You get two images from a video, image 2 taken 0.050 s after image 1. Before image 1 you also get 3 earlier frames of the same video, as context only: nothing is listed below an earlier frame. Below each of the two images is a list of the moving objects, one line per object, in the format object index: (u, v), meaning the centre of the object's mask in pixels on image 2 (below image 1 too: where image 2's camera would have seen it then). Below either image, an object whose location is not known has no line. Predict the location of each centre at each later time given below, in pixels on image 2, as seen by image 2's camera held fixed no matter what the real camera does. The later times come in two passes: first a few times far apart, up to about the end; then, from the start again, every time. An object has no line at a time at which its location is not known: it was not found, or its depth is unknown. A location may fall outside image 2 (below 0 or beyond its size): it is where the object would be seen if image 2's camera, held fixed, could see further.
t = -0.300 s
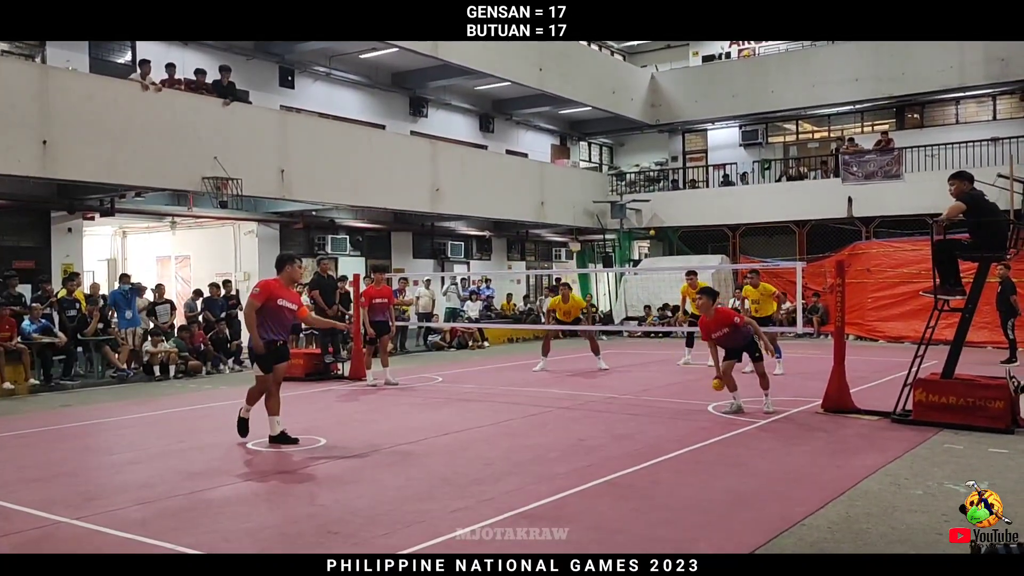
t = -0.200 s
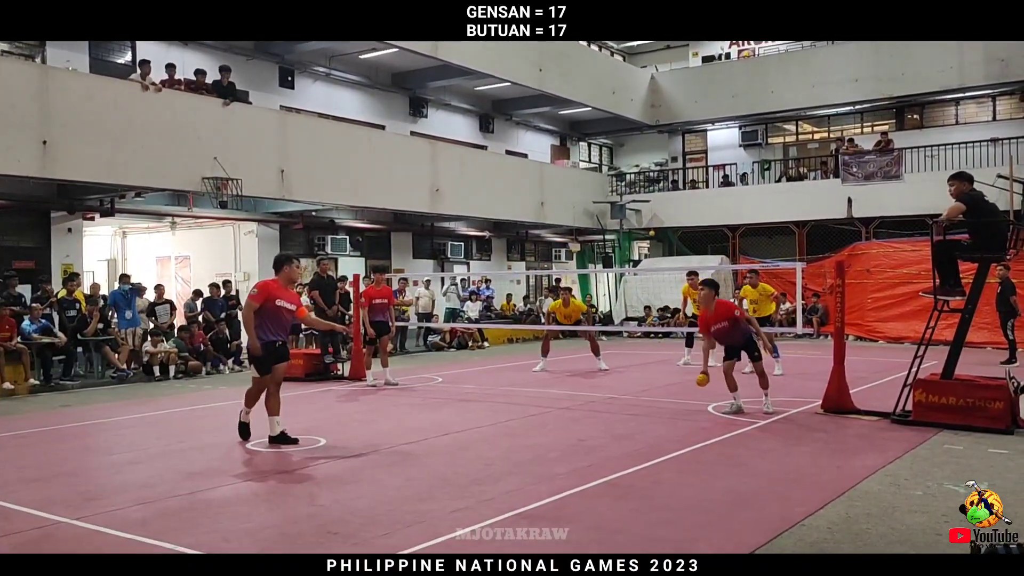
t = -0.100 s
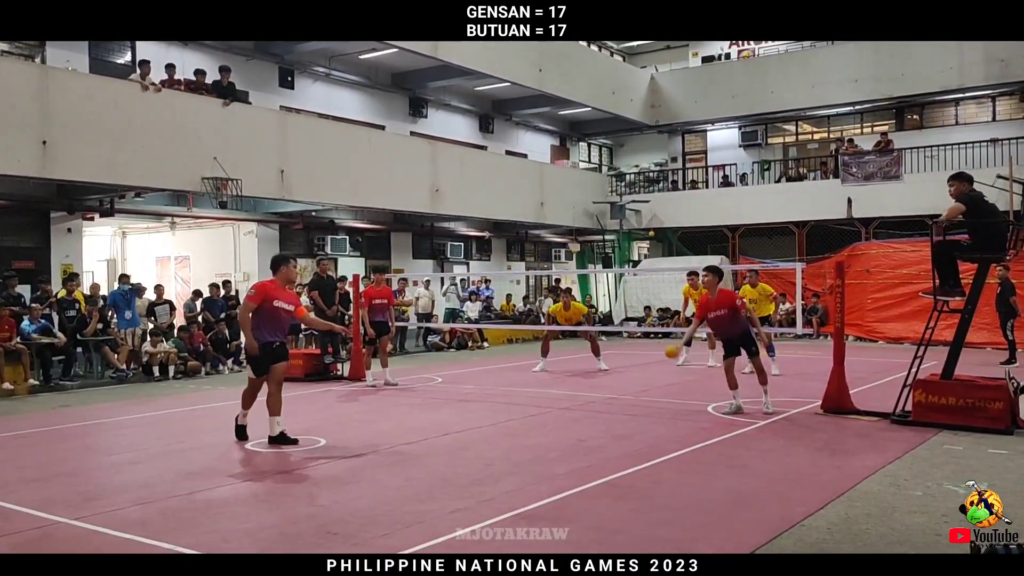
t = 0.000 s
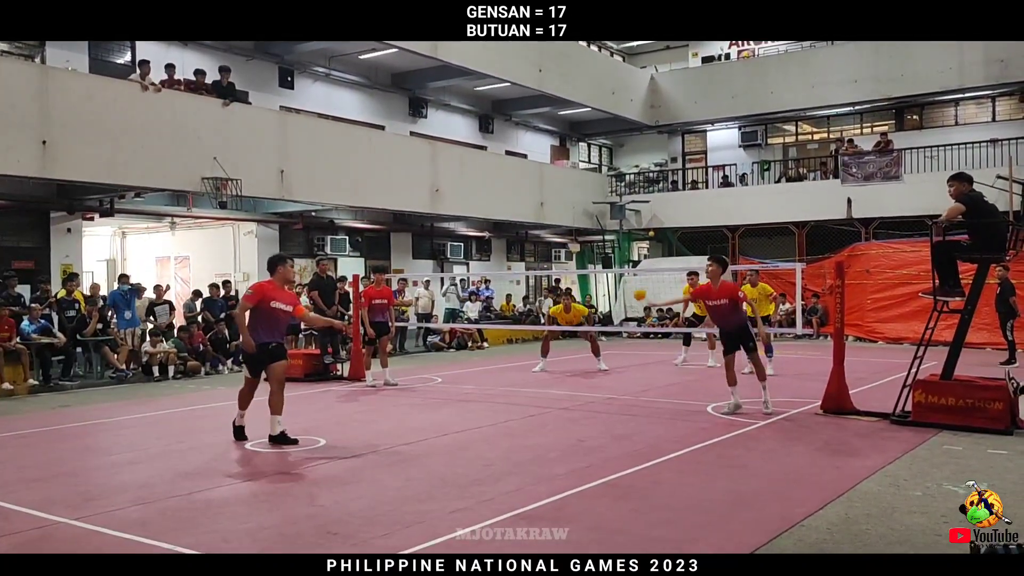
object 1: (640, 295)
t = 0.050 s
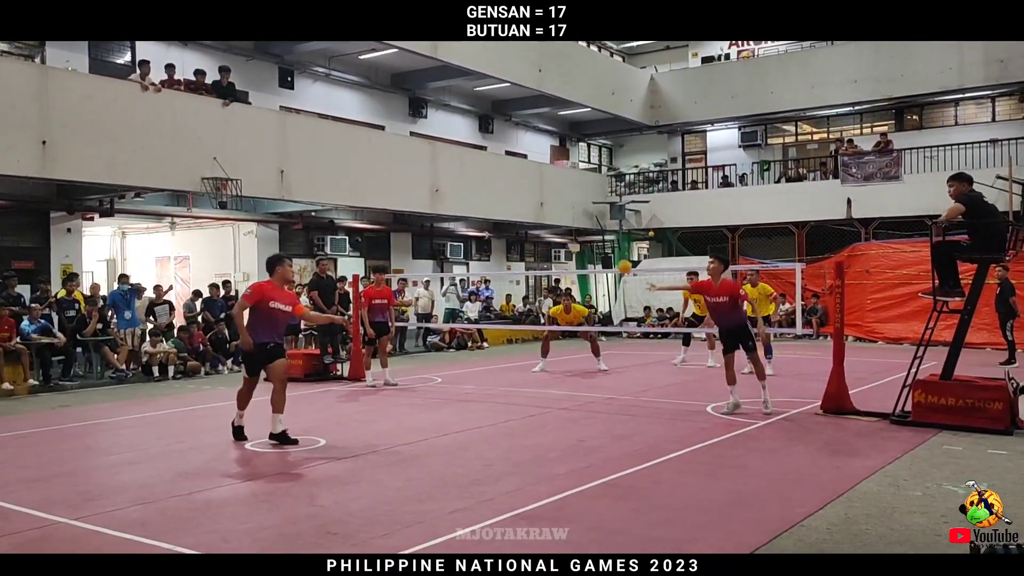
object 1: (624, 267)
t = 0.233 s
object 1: (569, 186)
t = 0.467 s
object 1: (496, 128)
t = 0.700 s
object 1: (422, 126)
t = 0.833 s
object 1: (378, 151)
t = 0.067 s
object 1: (620, 258)
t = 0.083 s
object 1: (615, 249)
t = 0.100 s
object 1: (609, 242)
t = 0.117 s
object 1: (604, 234)
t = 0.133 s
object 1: (600, 227)
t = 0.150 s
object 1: (595, 219)
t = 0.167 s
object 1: (590, 212)
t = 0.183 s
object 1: (585, 206)
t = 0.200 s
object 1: (579, 199)
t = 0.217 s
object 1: (574, 192)
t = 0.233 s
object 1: (569, 186)
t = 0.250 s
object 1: (564, 181)
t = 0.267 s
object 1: (559, 175)
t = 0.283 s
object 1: (554, 169)
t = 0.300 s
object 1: (549, 164)
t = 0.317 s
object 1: (544, 160)
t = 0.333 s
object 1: (538, 155)
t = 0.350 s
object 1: (533, 151)
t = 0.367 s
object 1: (528, 147)
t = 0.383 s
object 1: (523, 143)
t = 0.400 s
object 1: (518, 139)
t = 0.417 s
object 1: (513, 136)
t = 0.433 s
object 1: (507, 133)
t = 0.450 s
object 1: (502, 130)
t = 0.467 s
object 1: (496, 128)
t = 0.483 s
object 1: (492, 126)
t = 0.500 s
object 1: (487, 125)
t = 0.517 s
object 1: (481, 123)
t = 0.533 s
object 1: (476, 122)
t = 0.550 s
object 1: (471, 121)
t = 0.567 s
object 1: (466, 120)
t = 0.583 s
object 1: (460, 120)
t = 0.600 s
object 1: (455, 120)
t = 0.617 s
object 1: (449, 120)
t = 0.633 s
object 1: (444, 121)
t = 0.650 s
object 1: (439, 121)
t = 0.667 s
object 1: (433, 123)
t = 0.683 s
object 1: (428, 124)
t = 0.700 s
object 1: (422, 126)
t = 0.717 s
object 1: (417, 128)
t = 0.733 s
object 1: (411, 130)
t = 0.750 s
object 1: (406, 133)
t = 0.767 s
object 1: (400, 136)
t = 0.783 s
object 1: (395, 140)
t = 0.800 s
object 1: (389, 143)
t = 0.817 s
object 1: (384, 147)
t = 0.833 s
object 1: (378, 151)
